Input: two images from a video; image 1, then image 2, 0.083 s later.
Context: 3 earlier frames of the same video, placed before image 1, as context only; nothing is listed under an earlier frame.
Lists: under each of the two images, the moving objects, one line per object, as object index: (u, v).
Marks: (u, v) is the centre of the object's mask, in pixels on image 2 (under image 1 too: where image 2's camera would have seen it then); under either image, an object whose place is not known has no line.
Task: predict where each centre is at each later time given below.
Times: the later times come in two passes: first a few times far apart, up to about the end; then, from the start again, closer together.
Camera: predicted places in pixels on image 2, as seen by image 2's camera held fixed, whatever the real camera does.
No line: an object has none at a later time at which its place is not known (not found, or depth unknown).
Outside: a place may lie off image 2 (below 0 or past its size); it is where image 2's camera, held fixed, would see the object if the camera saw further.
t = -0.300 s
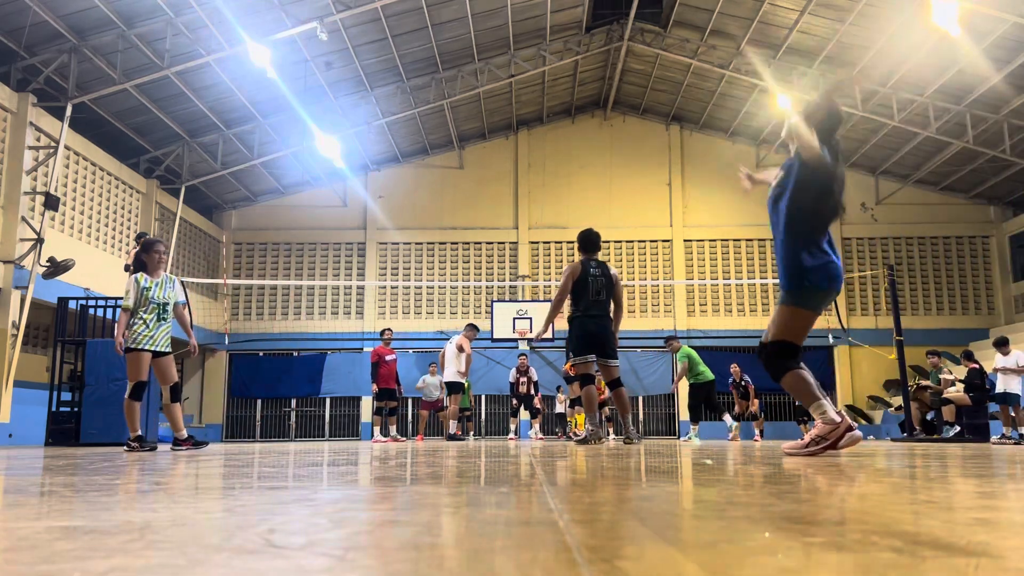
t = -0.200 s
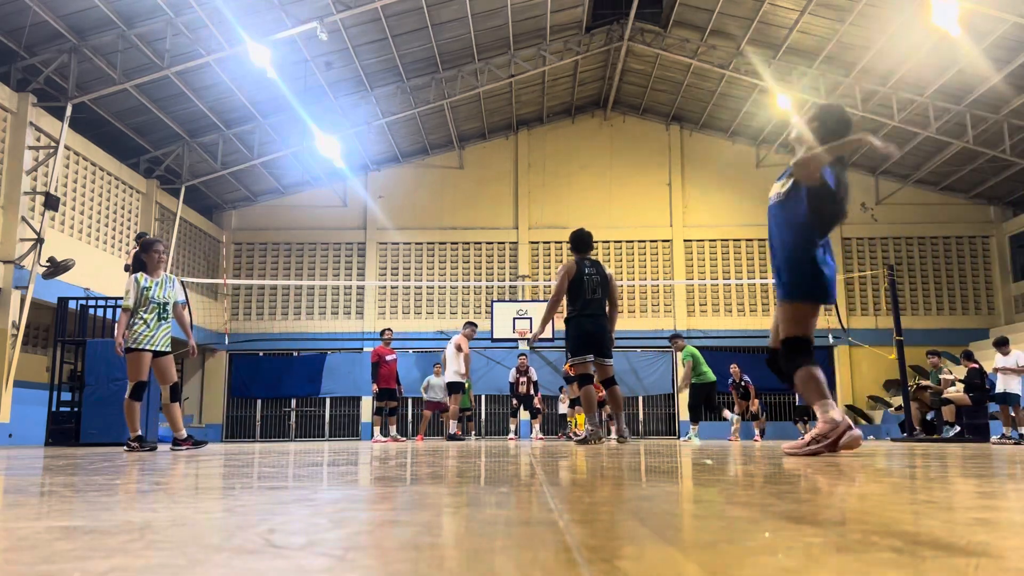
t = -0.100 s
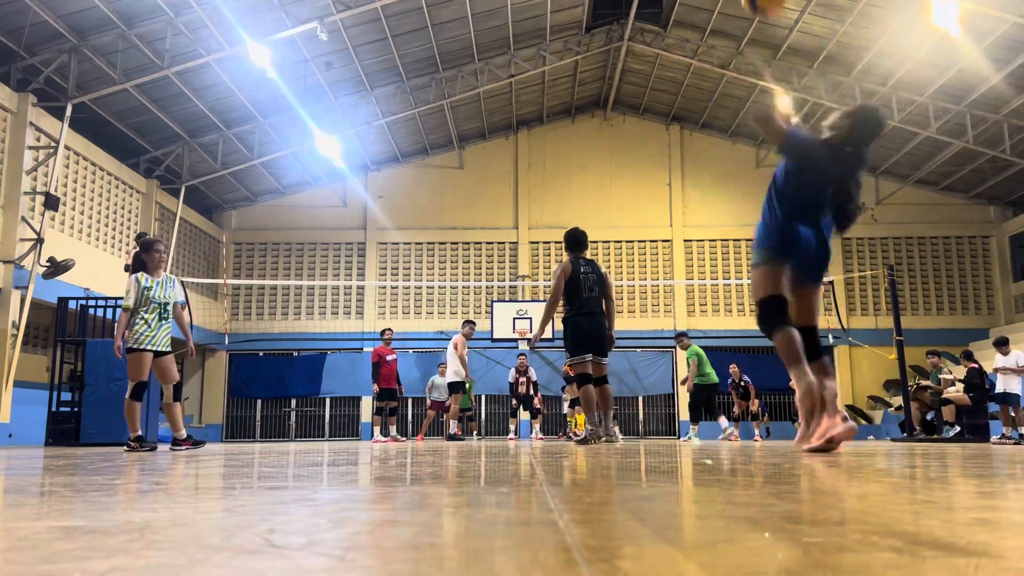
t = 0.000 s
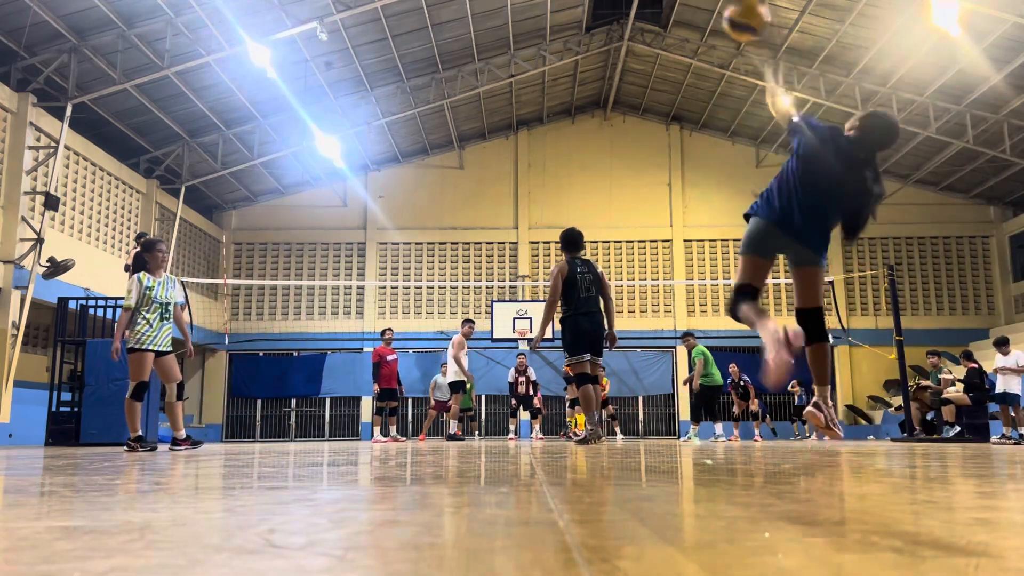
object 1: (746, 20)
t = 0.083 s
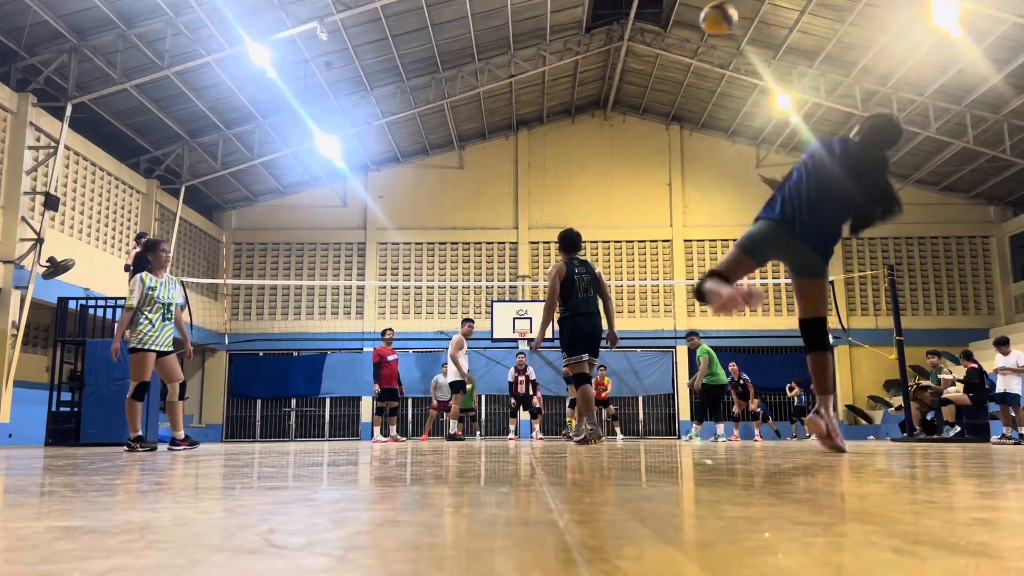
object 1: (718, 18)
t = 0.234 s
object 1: (691, 37)
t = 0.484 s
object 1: (670, 97)
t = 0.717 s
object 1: (658, 167)
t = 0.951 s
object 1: (653, 245)
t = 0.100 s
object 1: (714, 19)
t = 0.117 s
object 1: (711, 21)
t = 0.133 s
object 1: (707, 23)
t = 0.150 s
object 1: (703, 25)
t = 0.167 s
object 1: (701, 27)
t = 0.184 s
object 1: (698, 29)
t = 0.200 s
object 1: (695, 32)
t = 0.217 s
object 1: (693, 34)
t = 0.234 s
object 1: (691, 37)
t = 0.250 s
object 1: (689, 41)
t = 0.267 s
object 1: (687, 44)
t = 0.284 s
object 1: (685, 47)
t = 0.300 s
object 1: (684, 50)
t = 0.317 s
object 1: (682, 53)
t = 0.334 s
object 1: (680, 57)
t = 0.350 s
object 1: (679, 62)
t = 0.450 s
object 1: (672, 86)
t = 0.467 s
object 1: (671, 91)
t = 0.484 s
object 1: (670, 97)
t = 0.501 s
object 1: (669, 101)
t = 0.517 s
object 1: (668, 106)
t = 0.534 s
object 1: (669, 112)
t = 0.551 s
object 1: (666, 115)
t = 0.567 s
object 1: (665, 120)
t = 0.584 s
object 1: (664, 125)
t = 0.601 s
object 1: (663, 129)
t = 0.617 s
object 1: (663, 136)
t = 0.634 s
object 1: (661, 140)
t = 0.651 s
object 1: (661, 146)
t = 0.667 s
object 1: (660, 151)
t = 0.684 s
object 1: (660, 156)
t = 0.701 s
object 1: (659, 162)
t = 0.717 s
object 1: (658, 167)
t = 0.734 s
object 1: (657, 173)
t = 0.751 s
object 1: (657, 178)
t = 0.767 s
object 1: (657, 184)
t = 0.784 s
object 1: (657, 190)
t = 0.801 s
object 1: (656, 196)
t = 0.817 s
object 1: (656, 201)
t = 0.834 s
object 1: (656, 206)
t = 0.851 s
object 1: (656, 212)
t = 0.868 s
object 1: (656, 217)
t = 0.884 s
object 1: (655, 223)
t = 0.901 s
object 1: (654, 228)
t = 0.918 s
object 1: (654, 234)
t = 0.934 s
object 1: (653, 240)
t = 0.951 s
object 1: (653, 245)
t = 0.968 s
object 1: (654, 252)
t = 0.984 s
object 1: (654, 259)
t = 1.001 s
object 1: (653, 263)
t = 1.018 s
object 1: (653, 270)
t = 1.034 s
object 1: (653, 275)
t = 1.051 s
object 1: (653, 280)
